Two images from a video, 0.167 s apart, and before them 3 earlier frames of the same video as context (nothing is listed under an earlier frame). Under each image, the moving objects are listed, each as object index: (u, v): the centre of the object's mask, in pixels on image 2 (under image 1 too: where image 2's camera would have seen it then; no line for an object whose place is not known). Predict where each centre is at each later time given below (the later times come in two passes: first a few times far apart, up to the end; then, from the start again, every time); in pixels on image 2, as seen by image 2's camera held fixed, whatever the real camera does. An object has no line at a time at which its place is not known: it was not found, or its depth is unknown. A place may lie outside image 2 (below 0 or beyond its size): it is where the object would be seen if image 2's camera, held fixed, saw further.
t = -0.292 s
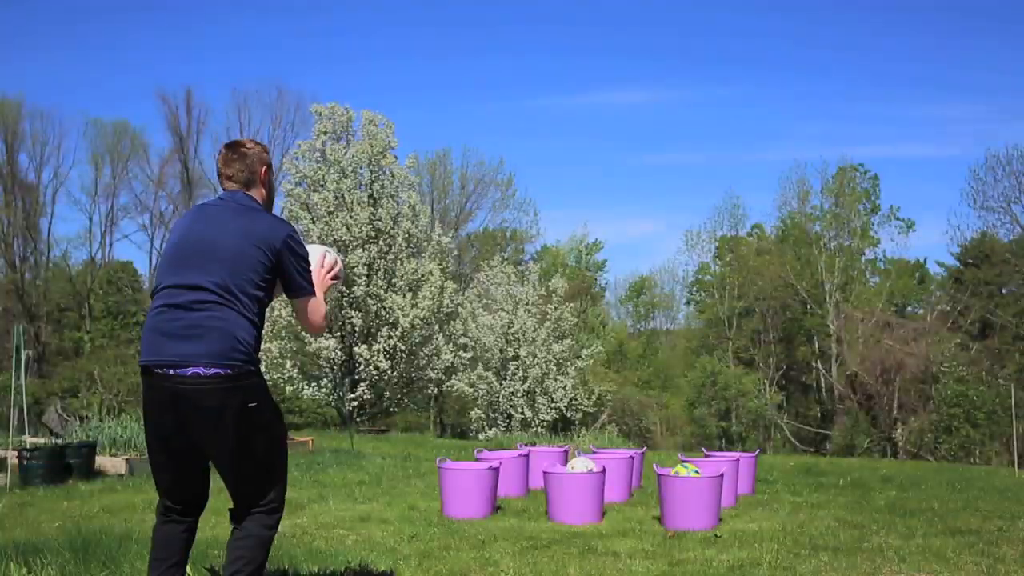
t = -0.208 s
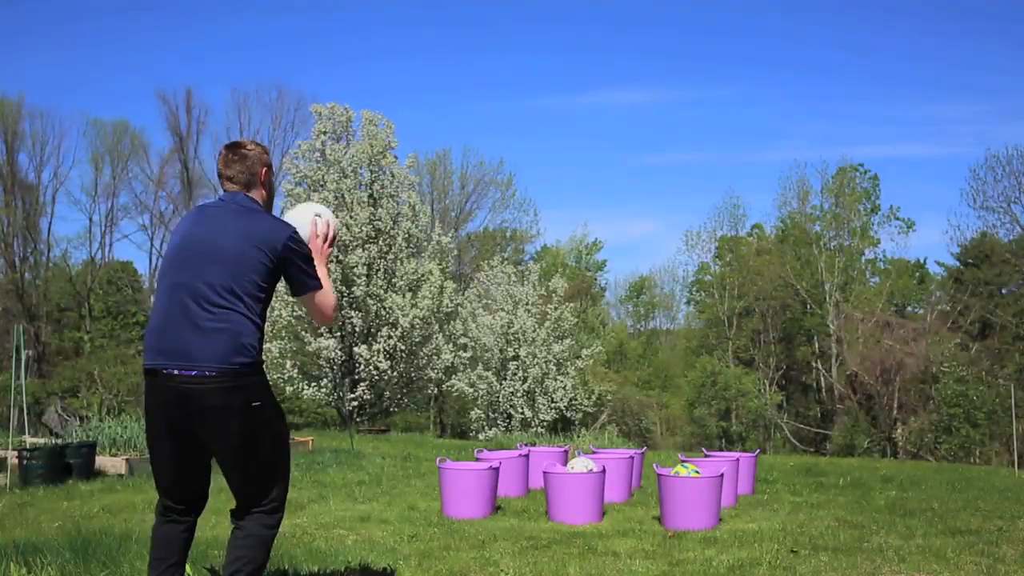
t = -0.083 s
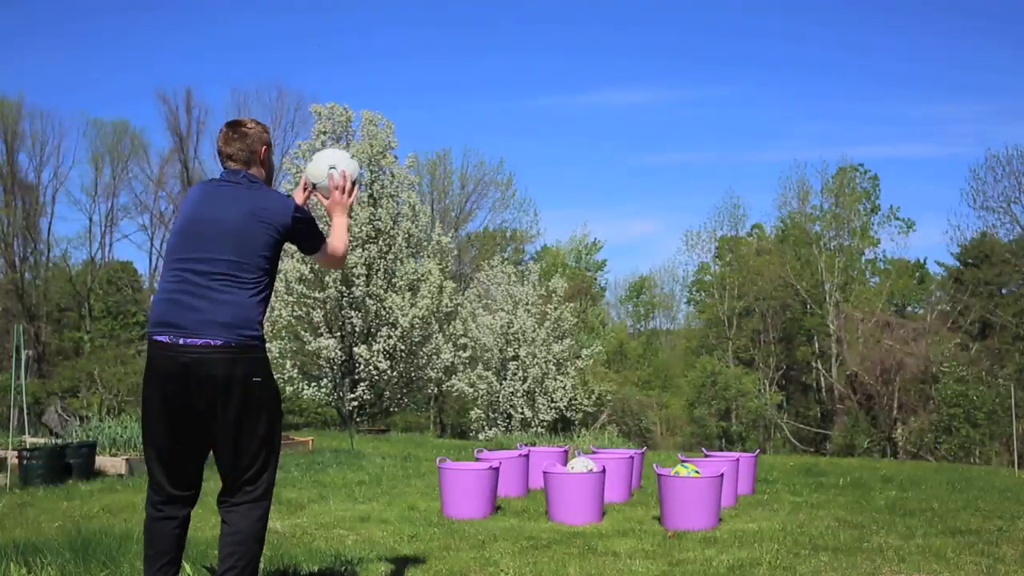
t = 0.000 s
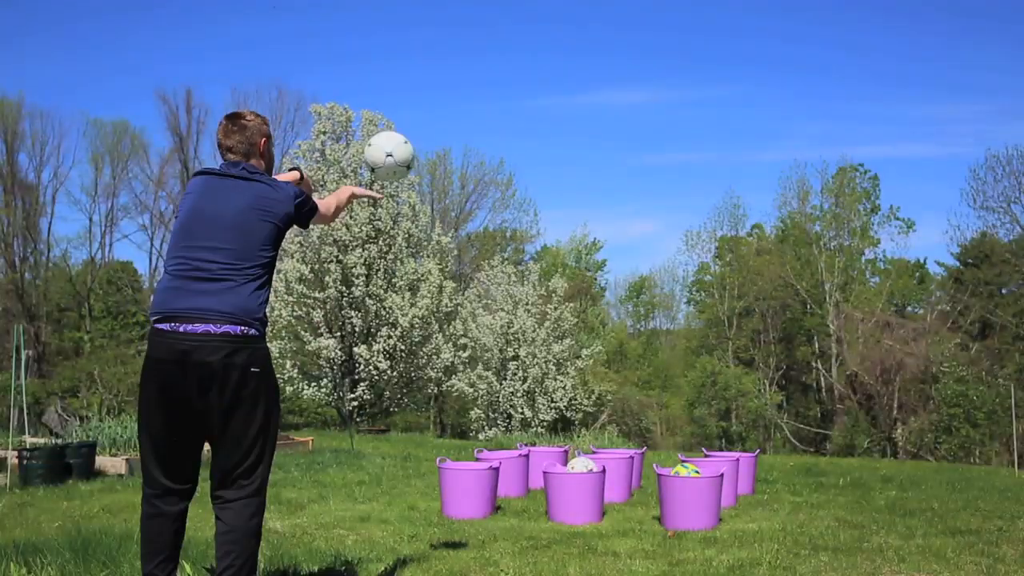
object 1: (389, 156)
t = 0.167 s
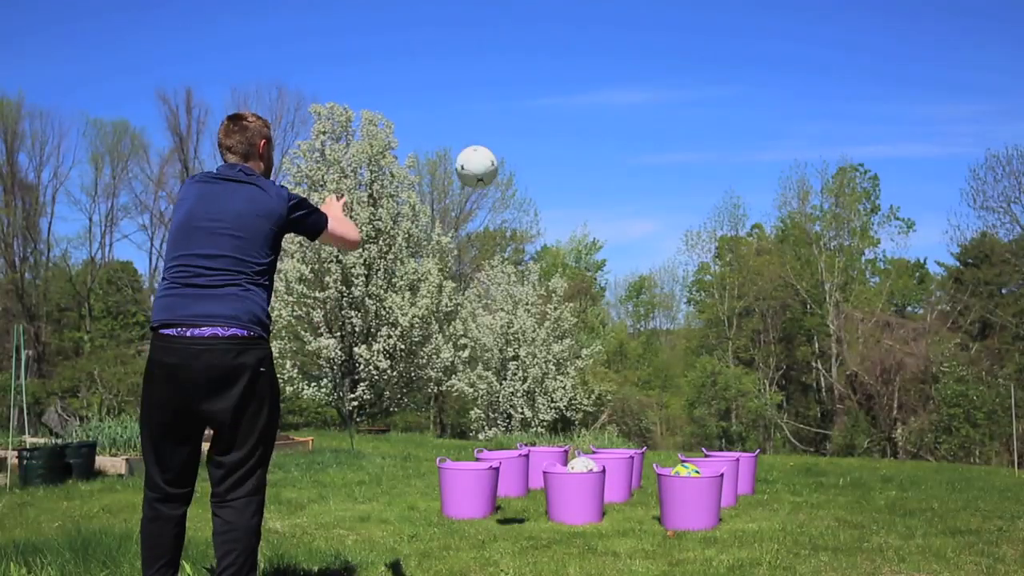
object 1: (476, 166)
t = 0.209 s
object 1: (494, 177)
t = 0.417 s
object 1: (566, 256)
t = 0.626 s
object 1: (618, 374)
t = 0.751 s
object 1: (644, 455)
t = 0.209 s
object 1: (494, 177)
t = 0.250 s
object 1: (510, 189)
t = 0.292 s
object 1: (526, 204)
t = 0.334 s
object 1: (540, 220)
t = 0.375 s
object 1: (554, 238)
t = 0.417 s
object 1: (566, 256)
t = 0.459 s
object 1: (578, 278)
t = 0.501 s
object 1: (589, 300)
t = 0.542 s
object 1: (600, 324)
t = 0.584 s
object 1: (609, 348)
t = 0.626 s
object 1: (618, 374)
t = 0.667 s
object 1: (627, 400)
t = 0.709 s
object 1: (635, 427)
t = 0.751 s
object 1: (644, 455)
